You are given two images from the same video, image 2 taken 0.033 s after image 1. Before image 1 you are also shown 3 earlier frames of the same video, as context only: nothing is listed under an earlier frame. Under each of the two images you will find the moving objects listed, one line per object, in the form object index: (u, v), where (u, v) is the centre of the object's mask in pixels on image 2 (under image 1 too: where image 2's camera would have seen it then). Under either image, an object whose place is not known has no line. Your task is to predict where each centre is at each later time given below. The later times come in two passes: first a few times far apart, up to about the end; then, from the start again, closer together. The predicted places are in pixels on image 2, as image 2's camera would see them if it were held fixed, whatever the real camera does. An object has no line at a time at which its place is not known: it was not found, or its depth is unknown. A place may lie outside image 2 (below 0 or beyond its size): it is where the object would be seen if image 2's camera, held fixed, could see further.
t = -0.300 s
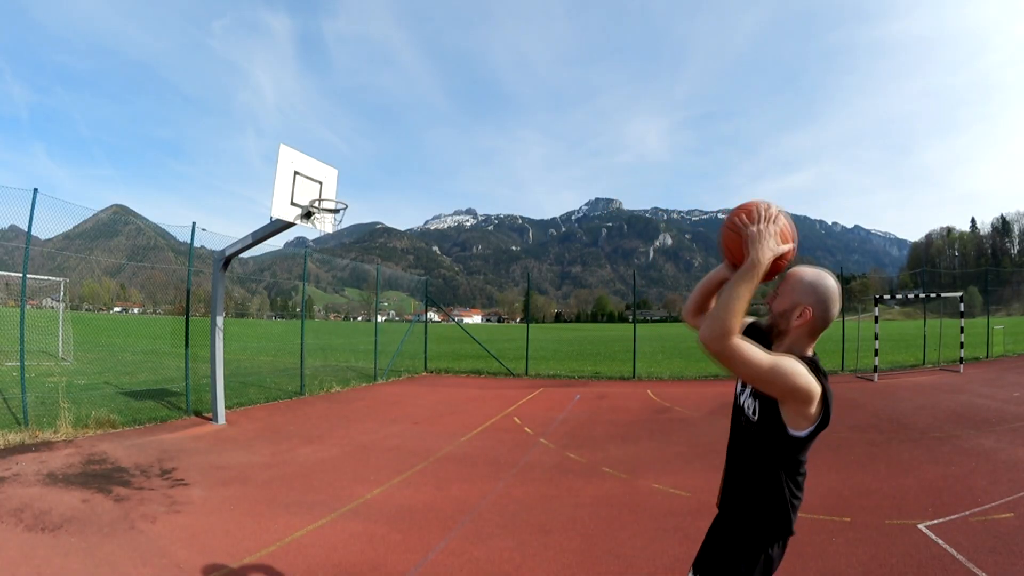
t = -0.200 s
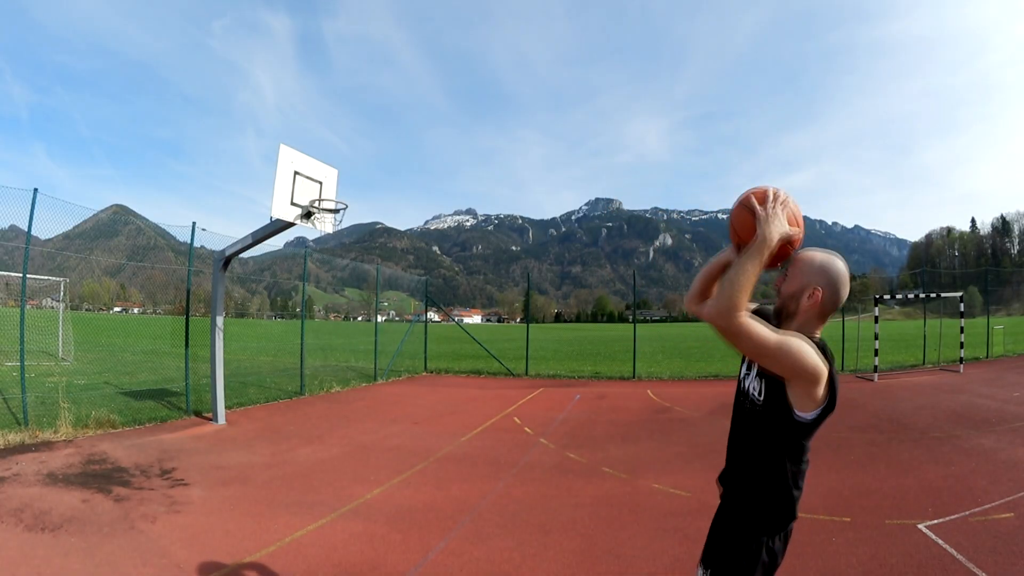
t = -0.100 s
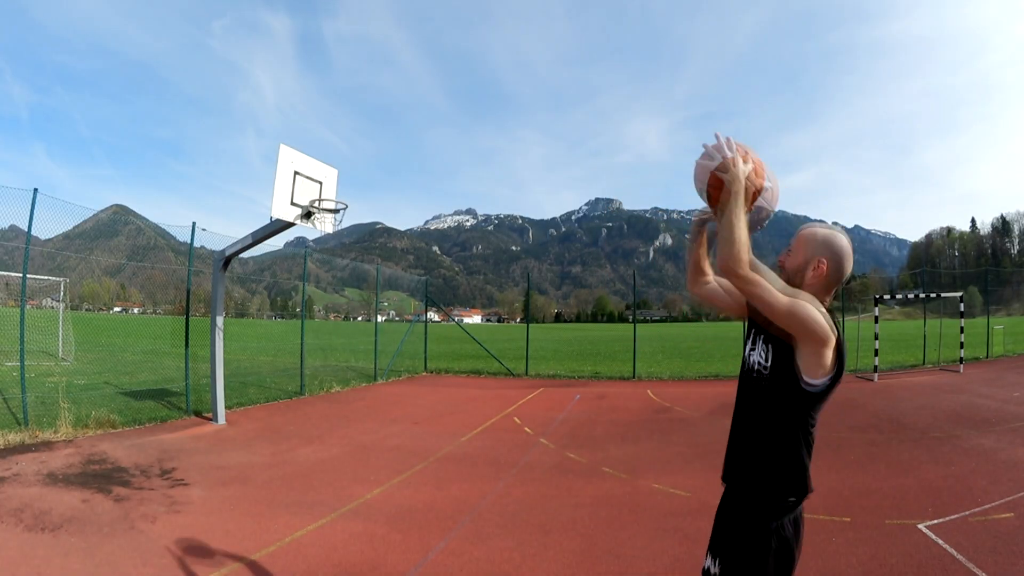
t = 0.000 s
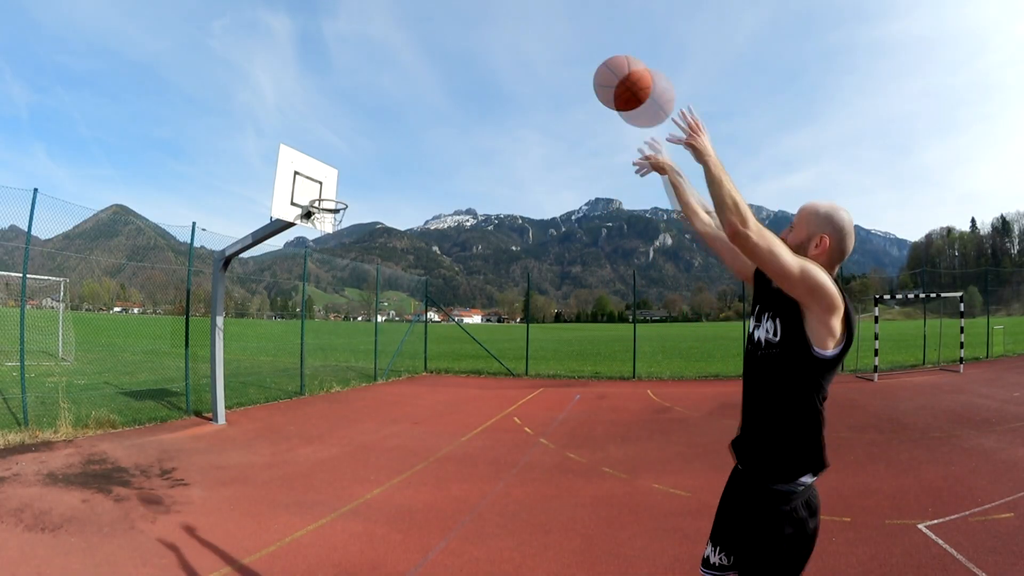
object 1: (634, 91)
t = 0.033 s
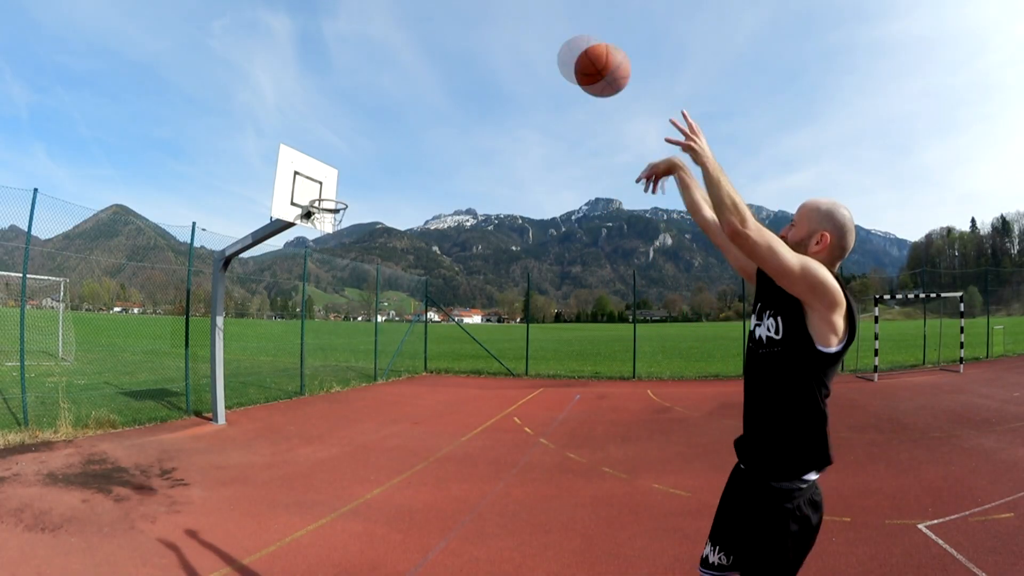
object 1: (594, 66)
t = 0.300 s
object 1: (446, 30)
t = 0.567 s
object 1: (376, 79)
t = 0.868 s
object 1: (329, 178)
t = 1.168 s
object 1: (341, 258)
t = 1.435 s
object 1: (366, 359)
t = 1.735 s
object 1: (396, 380)
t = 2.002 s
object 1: (426, 307)
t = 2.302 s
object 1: (460, 296)
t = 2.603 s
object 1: (499, 366)
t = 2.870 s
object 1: (532, 434)
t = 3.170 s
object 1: (573, 357)
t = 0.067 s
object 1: (568, 51)
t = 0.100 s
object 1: (545, 42)
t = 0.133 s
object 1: (520, 34)
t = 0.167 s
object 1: (502, 30)
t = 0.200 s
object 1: (487, 28)
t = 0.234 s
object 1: (470, 27)
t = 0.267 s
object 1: (457, 28)
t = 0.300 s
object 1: (446, 30)
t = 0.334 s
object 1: (434, 34)
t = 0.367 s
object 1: (424, 38)
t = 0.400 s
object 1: (415, 43)
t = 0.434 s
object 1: (405, 49)
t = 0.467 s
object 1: (398, 55)
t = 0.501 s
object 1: (390, 63)
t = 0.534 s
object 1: (382, 71)
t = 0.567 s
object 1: (376, 79)
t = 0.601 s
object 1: (370, 87)
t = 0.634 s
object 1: (363, 98)
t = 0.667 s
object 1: (358, 108)
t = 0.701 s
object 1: (353, 118)
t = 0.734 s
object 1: (347, 130)
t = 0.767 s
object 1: (342, 141)
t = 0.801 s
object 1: (338, 152)
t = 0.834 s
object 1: (332, 166)
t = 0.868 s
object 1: (329, 178)
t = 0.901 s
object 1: (325, 188)
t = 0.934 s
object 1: (321, 203)
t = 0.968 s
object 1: (323, 215)
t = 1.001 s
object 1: (327, 222)
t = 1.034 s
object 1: (330, 226)
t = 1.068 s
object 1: (333, 233)
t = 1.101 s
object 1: (336, 241)
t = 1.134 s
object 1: (338, 247)
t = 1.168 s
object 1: (341, 258)
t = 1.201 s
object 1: (344, 269)
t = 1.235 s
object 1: (347, 278)
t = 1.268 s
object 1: (350, 290)
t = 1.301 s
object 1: (353, 304)
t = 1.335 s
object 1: (356, 313)
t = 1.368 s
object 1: (360, 331)
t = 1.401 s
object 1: (363, 349)
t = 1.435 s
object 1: (366, 359)
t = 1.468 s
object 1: (369, 378)
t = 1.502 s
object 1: (374, 399)
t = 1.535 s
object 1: (376, 410)
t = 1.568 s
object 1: (381, 433)
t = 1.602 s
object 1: (385, 428)
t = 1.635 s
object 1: (386, 419)
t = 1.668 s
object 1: (390, 403)
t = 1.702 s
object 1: (394, 388)
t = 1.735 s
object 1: (396, 380)
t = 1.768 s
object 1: (400, 367)
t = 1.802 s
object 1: (403, 354)
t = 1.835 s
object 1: (406, 347)
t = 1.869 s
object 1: (410, 337)
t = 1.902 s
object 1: (414, 327)
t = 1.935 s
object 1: (417, 322)
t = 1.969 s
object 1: (421, 314)
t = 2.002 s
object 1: (426, 307)
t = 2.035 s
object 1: (429, 303)
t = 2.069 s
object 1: (433, 299)
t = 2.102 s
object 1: (437, 296)
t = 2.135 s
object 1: (441, 294)
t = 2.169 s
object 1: (445, 293)
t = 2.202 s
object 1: (449, 292)
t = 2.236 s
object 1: (453, 293)
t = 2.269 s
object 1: (456, 294)
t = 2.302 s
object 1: (460, 296)
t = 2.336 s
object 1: (464, 299)
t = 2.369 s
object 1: (468, 304)
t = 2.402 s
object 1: (473, 310)
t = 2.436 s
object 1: (477, 316)
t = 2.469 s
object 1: (481, 323)
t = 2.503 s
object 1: (486, 333)
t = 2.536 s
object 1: (489, 340)
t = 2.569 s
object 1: (494, 352)
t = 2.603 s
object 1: (499, 366)
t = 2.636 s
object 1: (503, 374)
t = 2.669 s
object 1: (507, 389)
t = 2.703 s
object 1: (512, 407)
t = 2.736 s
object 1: (515, 418)
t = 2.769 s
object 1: (520, 436)
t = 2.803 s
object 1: (525, 455)
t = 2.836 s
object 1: (528, 448)
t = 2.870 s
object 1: (532, 434)
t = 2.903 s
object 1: (538, 420)
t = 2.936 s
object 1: (541, 412)
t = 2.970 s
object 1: (546, 401)
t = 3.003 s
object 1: (551, 389)
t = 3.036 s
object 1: (555, 381)
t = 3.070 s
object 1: (559, 374)
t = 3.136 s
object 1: (568, 362)
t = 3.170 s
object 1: (573, 357)
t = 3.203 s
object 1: (578, 352)
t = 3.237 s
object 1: (583, 349)
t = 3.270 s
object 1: (587, 347)
